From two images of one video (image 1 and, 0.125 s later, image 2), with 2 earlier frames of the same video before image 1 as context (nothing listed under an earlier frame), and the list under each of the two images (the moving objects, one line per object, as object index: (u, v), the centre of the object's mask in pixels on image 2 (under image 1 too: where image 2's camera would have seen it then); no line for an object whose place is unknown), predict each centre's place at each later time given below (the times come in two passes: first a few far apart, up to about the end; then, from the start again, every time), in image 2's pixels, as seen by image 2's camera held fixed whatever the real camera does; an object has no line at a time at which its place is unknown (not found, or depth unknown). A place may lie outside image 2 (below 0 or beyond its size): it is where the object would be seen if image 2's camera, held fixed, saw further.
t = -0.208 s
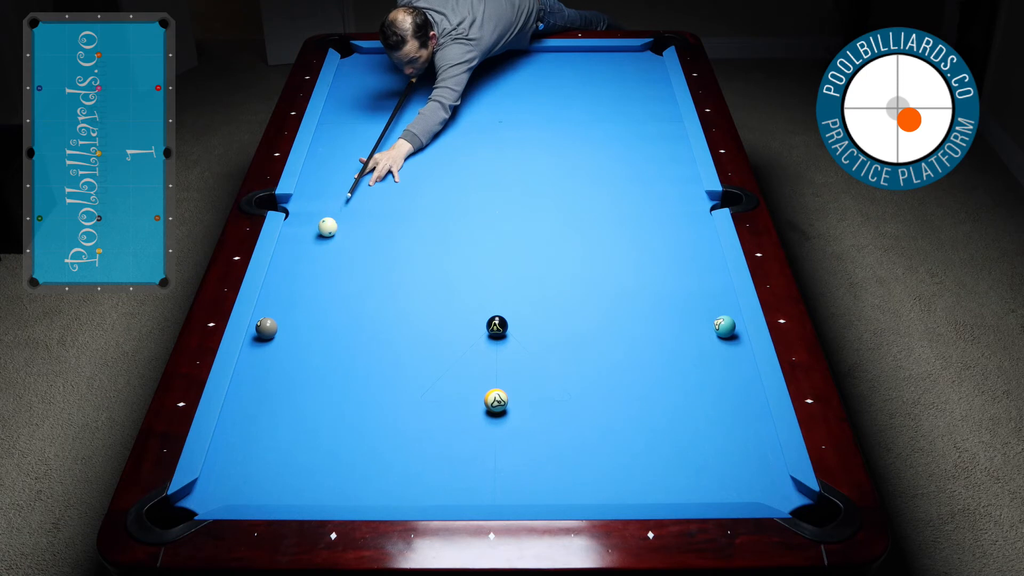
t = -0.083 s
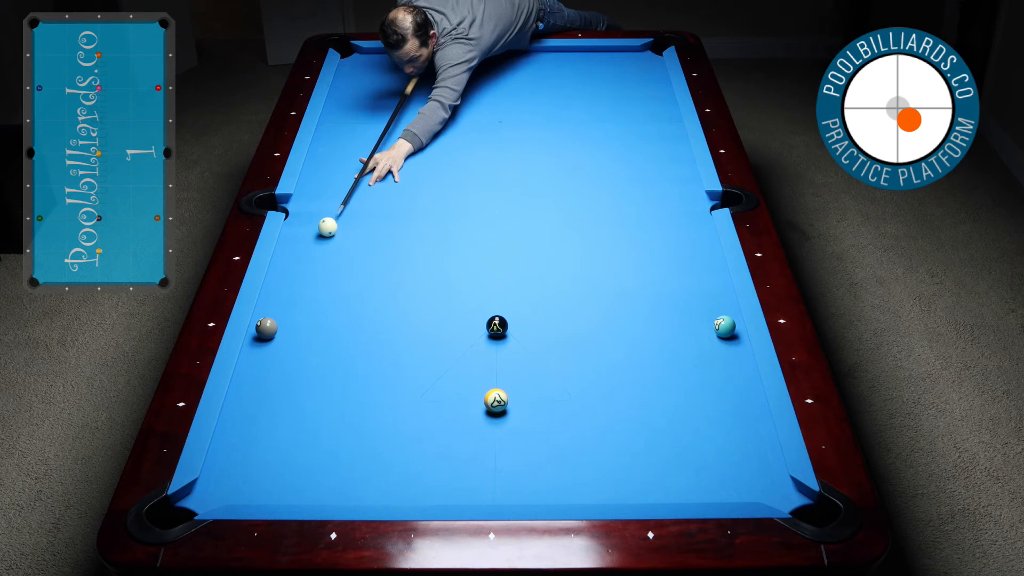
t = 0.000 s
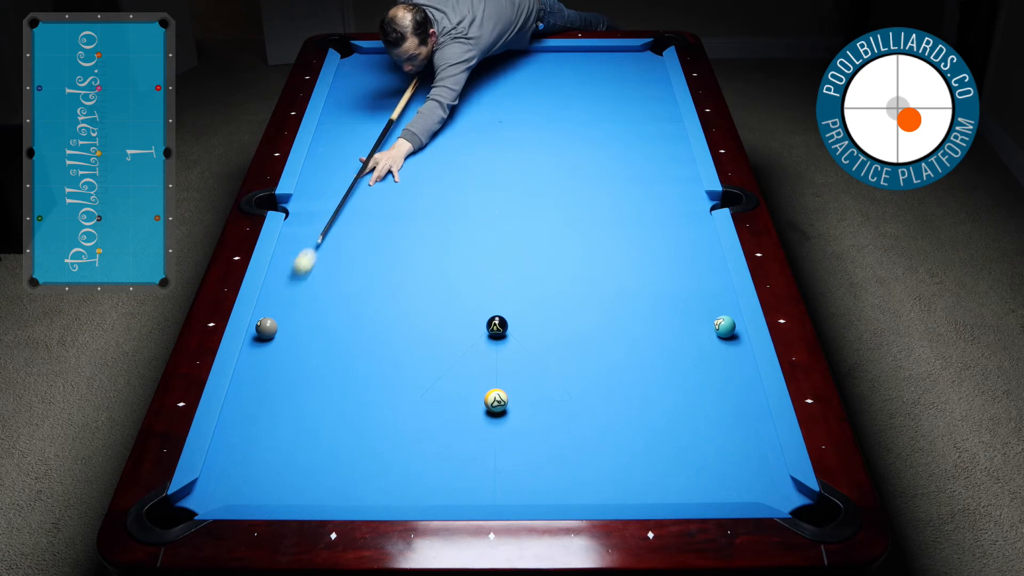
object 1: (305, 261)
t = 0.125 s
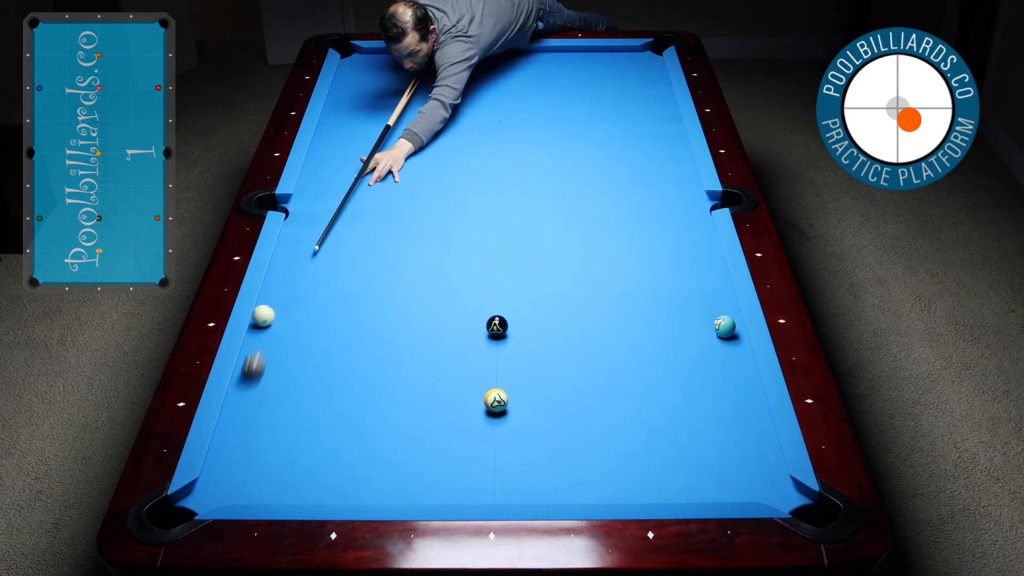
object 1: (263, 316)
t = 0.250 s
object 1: (278, 312)
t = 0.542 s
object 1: (310, 302)
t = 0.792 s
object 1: (334, 295)
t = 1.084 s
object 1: (359, 287)
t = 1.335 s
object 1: (379, 281)
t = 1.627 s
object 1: (399, 274)
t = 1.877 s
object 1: (414, 269)
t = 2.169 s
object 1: (430, 264)
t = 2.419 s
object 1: (442, 260)
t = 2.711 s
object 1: (453, 256)
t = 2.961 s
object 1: (461, 253)
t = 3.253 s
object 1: (468, 250)
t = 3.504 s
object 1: (472, 248)
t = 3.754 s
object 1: (475, 247)
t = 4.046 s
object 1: (476, 247)
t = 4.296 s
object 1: (476, 247)
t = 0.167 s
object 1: (269, 315)
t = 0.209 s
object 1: (274, 314)
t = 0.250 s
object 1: (278, 312)
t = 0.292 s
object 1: (283, 310)
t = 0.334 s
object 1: (288, 309)
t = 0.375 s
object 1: (293, 308)
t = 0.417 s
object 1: (297, 306)
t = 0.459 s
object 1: (301, 305)
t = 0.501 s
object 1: (305, 304)
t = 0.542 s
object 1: (310, 302)
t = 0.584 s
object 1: (314, 301)
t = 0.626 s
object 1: (318, 300)
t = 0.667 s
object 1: (322, 299)
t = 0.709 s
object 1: (326, 297)
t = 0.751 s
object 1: (330, 296)
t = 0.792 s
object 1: (334, 295)
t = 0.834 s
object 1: (338, 294)
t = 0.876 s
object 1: (341, 293)
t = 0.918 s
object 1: (345, 291)
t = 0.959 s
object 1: (349, 290)
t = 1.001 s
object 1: (352, 289)
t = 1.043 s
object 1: (356, 288)
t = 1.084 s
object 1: (359, 287)
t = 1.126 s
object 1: (363, 286)
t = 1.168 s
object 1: (366, 285)
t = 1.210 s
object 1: (369, 284)
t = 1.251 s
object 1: (373, 283)
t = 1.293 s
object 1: (376, 282)
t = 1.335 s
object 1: (379, 281)
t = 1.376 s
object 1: (382, 280)
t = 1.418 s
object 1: (385, 279)
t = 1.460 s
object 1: (388, 278)
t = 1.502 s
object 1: (391, 277)
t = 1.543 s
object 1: (394, 276)
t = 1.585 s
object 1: (396, 275)
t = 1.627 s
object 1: (399, 274)
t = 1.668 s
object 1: (402, 273)
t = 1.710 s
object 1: (404, 272)
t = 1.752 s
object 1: (407, 271)
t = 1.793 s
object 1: (410, 271)
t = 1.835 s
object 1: (412, 270)
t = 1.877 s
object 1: (414, 269)
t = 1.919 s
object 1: (417, 268)
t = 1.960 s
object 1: (419, 267)
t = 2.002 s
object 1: (421, 267)
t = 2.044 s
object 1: (424, 266)
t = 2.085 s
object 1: (426, 265)
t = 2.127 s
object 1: (428, 264)
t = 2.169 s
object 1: (430, 264)
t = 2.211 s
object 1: (432, 263)
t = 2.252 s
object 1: (434, 262)
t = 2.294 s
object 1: (436, 262)
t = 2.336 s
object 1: (438, 261)
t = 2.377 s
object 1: (440, 260)
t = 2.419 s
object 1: (442, 260)
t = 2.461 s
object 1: (443, 259)
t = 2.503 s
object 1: (445, 258)
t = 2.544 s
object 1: (447, 258)
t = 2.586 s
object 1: (448, 257)
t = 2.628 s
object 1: (450, 257)
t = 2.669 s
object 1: (451, 256)
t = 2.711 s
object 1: (453, 256)
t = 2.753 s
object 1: (454, 255)
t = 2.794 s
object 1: (455, 255)
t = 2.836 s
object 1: (457, 254)
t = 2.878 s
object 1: (458, 254)
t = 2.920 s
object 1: (459, 253)
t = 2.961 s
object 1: (461, 253)
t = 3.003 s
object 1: (462, 252)
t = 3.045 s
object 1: (463, 252)
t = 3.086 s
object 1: (464, 252)
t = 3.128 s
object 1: (465, 251)
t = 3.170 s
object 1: (466, 251)
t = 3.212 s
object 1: (467, 251)
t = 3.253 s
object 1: (468, 250)
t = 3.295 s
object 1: (469, 250)
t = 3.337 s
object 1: (469, 250)
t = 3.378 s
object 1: (470, 249)
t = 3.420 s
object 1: (471, 249)
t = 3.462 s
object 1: (471, 249)
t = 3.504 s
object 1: (472, 248)
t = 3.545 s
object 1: (473, 248)
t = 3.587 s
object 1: (473, 248)
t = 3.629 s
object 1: (474, 248)
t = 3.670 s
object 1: (474, 248)
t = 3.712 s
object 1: (474, 247)
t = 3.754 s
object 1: (475, 247)
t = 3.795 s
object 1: (475, 247)
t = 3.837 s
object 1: (476, 247)
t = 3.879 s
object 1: (476, 247)
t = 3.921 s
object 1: (476, 247)
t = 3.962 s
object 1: (476, 247)
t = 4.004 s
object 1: (476, 247)
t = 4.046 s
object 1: (476, 247)
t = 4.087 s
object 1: (476, 247)
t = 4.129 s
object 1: (476, 247)
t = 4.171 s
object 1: (476, 247)
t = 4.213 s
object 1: (476, 247)
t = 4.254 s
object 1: (476, 247)
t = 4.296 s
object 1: (476, 247)
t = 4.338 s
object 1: (476, 247)
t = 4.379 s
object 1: (476, 247)
